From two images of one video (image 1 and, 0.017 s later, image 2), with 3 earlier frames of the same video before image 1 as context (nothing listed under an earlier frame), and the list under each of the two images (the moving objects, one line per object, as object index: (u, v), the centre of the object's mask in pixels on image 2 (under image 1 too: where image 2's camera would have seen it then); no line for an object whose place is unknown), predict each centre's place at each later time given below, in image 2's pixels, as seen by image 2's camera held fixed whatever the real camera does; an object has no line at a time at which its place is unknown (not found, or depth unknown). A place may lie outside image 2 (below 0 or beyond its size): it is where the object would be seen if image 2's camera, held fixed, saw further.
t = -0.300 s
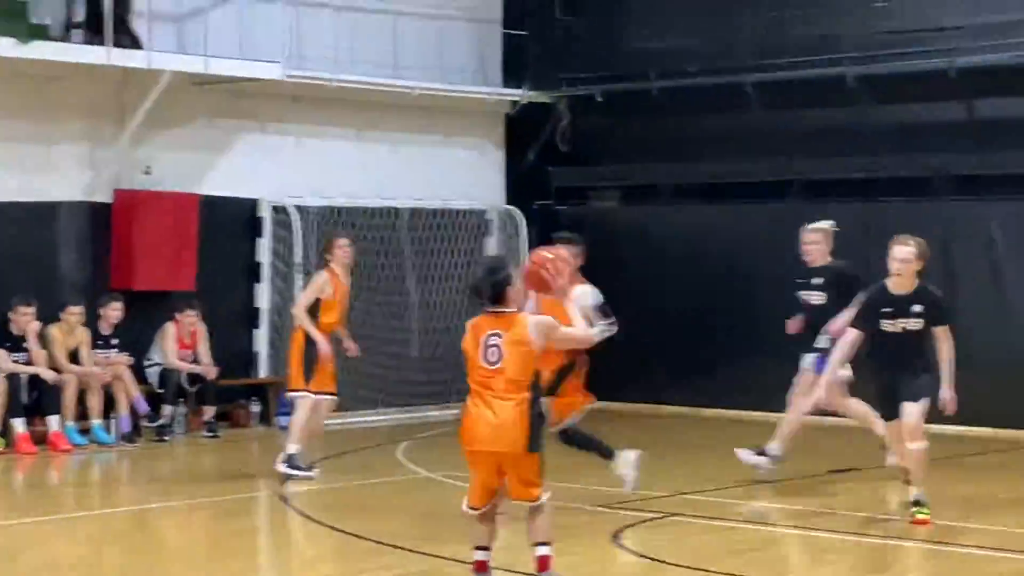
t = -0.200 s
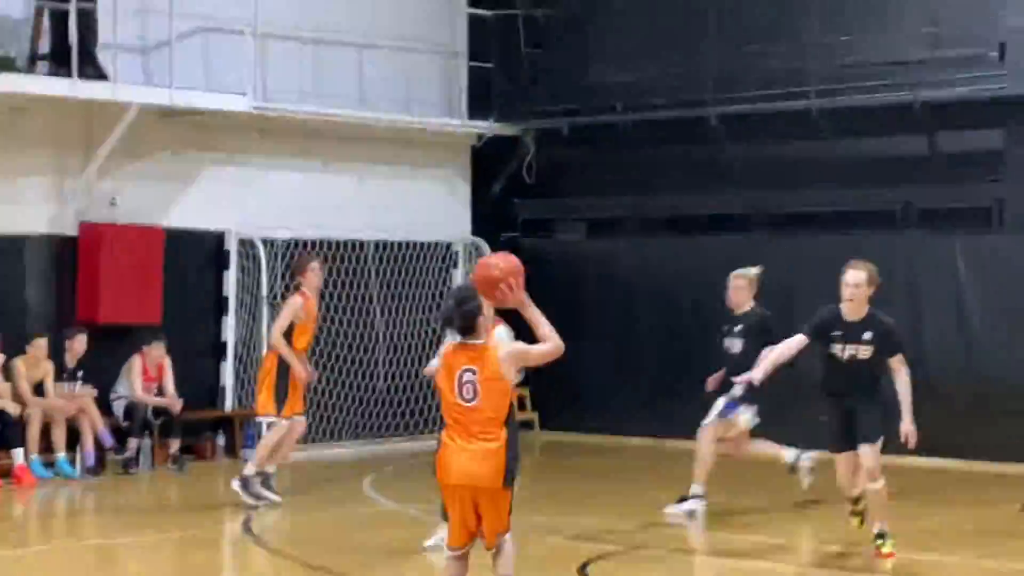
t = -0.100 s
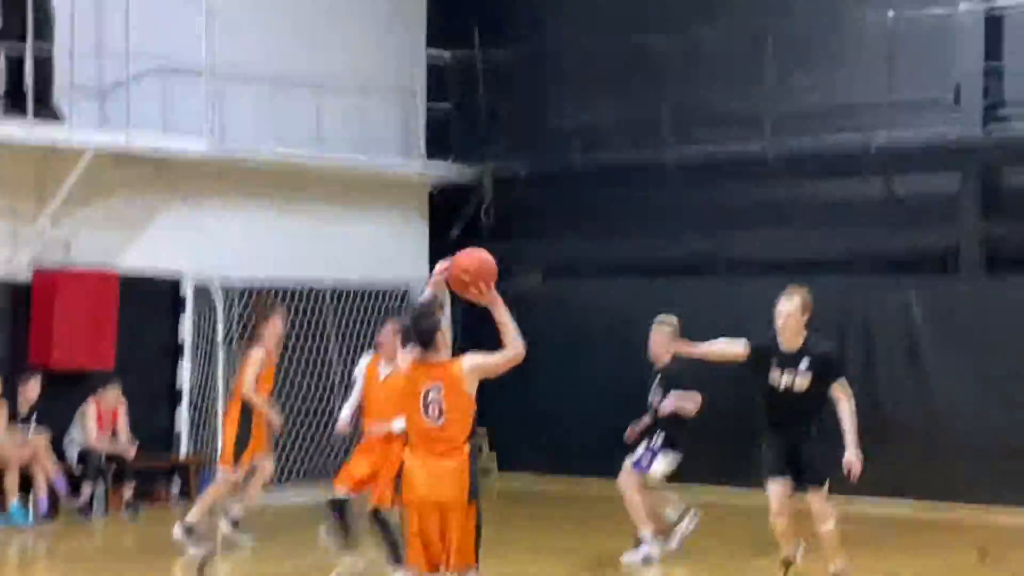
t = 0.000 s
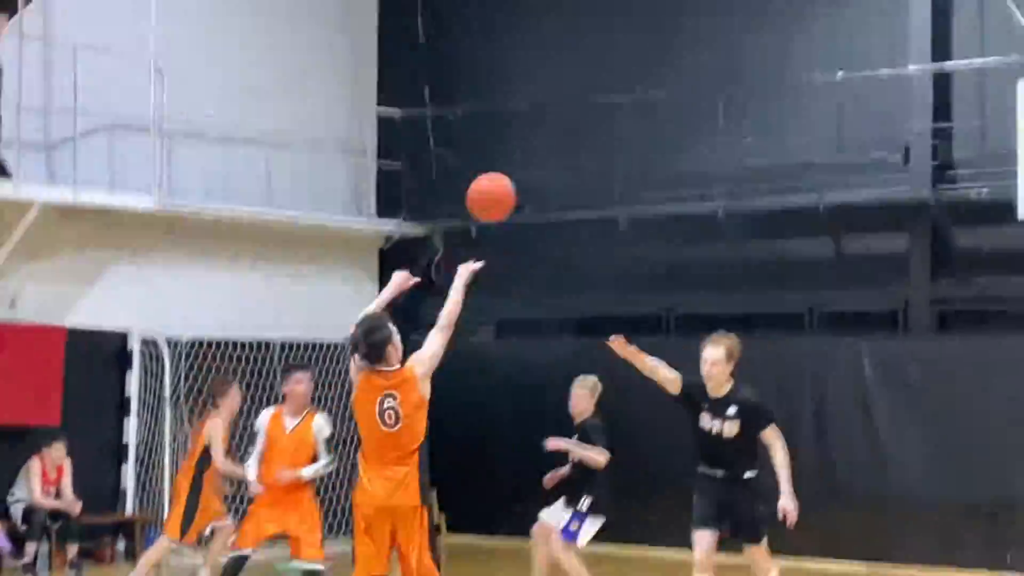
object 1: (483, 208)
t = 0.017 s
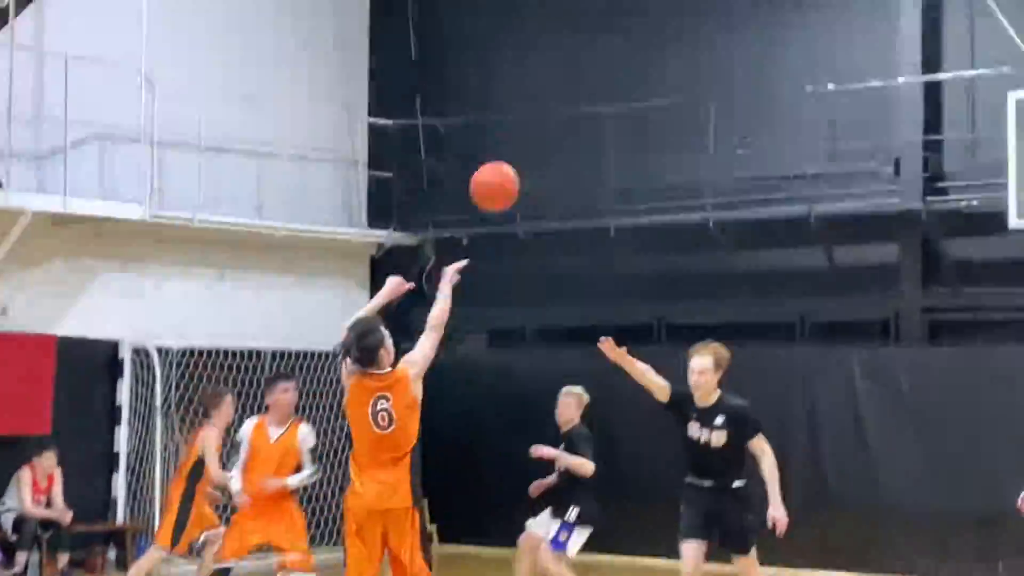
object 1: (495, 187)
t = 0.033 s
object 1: (507, 166)
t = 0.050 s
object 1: (519, 147)
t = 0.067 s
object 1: (529, 129)
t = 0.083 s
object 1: (541, 110)
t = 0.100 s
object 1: (552, 94)
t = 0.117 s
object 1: (563, 78)
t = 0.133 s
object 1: (576, 61)
